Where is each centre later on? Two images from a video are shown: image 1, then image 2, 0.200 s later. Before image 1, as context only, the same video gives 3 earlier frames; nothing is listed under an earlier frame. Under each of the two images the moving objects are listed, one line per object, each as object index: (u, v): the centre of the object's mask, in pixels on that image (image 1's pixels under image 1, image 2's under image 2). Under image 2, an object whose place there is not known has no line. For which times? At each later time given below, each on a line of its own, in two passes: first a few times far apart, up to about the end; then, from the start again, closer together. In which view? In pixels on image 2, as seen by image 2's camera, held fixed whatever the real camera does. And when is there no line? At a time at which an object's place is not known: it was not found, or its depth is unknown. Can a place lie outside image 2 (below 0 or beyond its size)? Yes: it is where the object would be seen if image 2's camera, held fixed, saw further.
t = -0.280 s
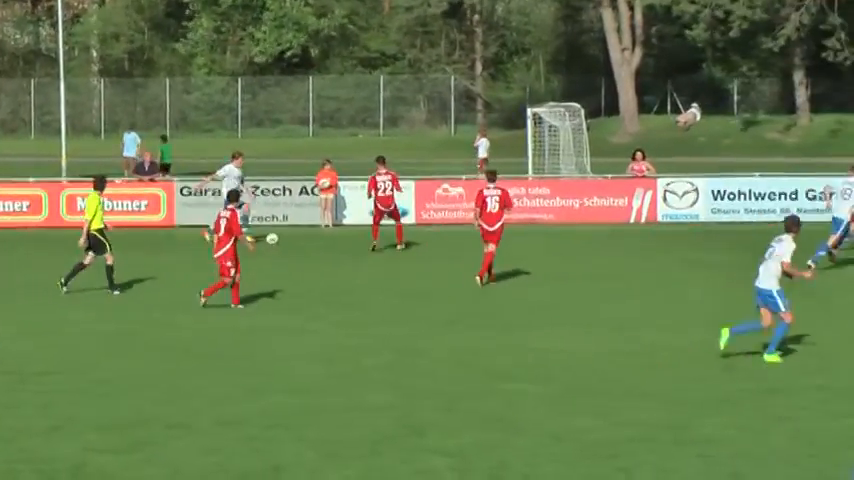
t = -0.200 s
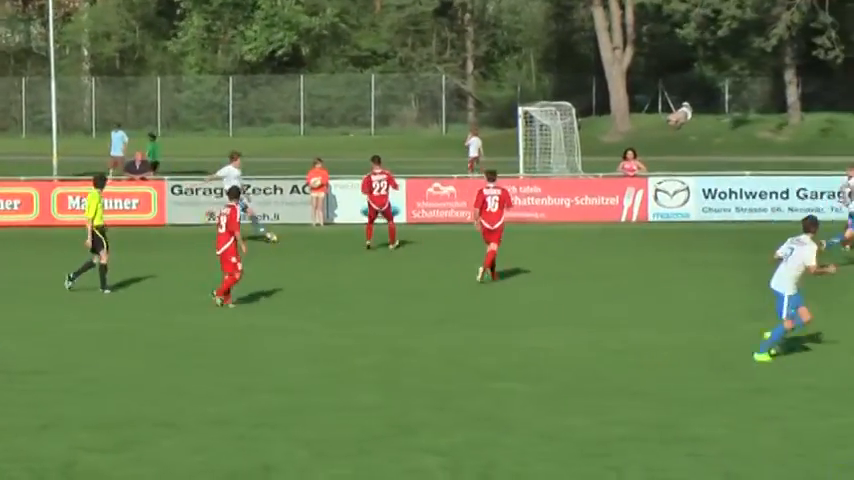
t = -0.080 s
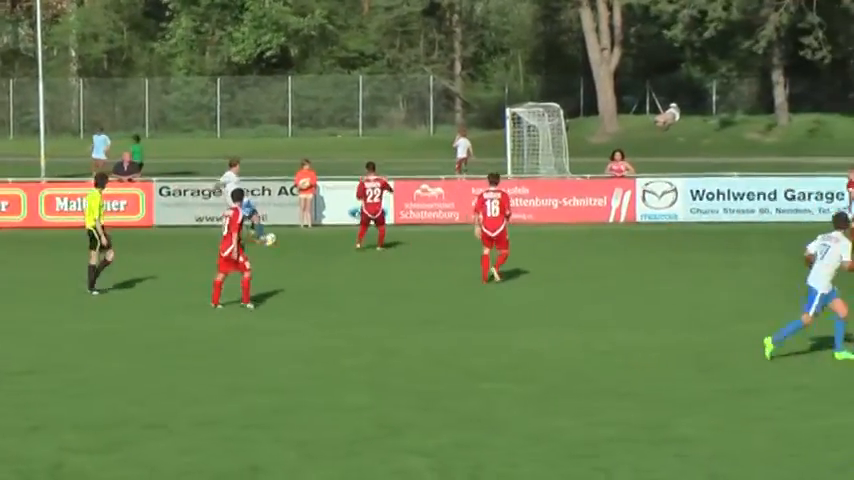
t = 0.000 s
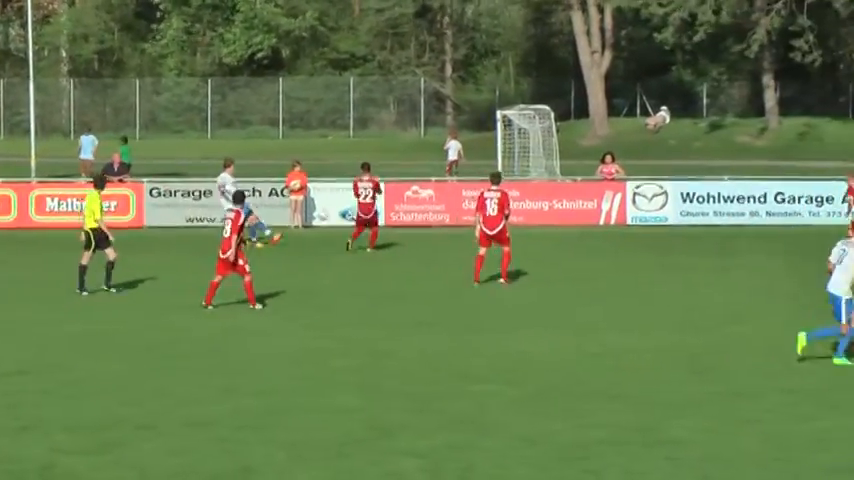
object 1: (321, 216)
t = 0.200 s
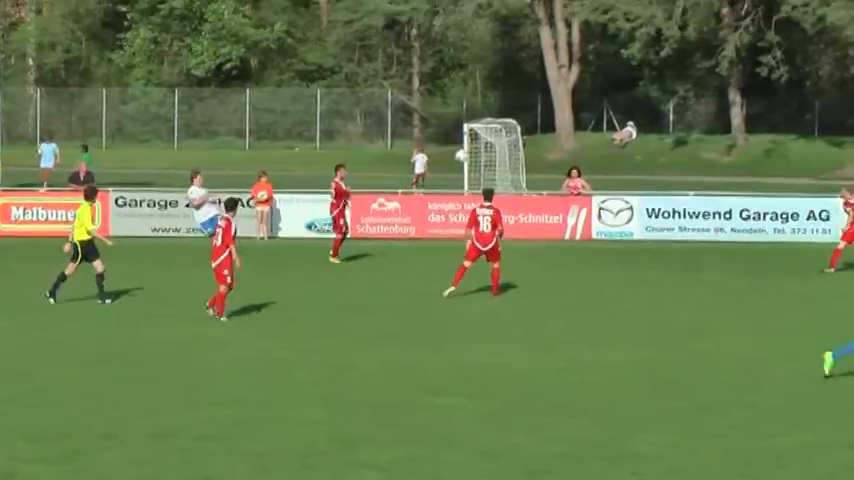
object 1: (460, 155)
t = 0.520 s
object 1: (719, 64)
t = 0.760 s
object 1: (908, 10)
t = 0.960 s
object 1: (1068, -22)
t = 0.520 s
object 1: (719, 64)
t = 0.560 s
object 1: (750, 54)
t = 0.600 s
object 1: (781, 45)
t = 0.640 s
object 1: (812, 35)
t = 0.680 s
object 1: (843, 27)
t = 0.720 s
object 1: (876, 18)
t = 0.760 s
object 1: (908, 10)
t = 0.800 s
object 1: (940, 2)
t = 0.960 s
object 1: (1068, -22)
